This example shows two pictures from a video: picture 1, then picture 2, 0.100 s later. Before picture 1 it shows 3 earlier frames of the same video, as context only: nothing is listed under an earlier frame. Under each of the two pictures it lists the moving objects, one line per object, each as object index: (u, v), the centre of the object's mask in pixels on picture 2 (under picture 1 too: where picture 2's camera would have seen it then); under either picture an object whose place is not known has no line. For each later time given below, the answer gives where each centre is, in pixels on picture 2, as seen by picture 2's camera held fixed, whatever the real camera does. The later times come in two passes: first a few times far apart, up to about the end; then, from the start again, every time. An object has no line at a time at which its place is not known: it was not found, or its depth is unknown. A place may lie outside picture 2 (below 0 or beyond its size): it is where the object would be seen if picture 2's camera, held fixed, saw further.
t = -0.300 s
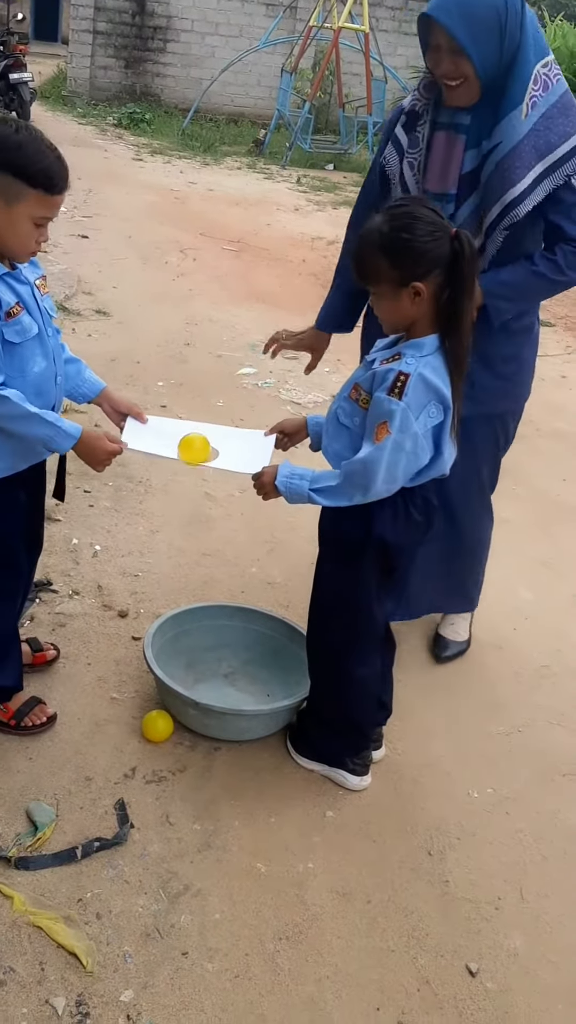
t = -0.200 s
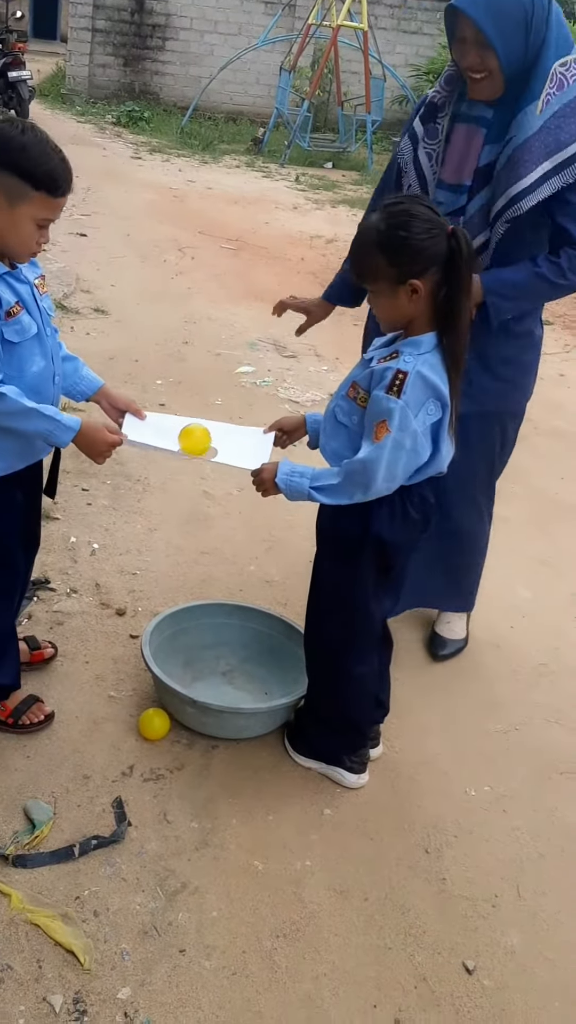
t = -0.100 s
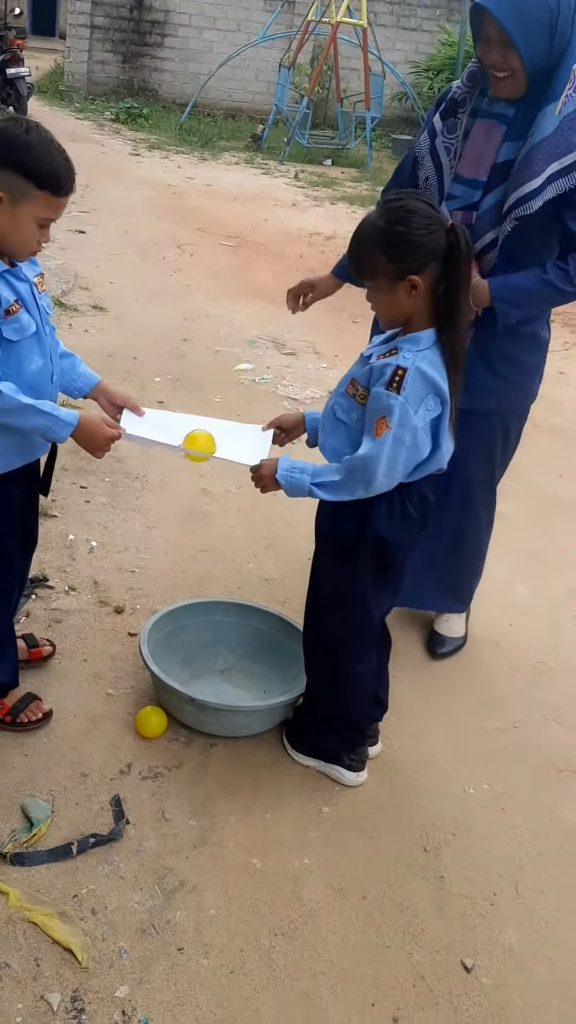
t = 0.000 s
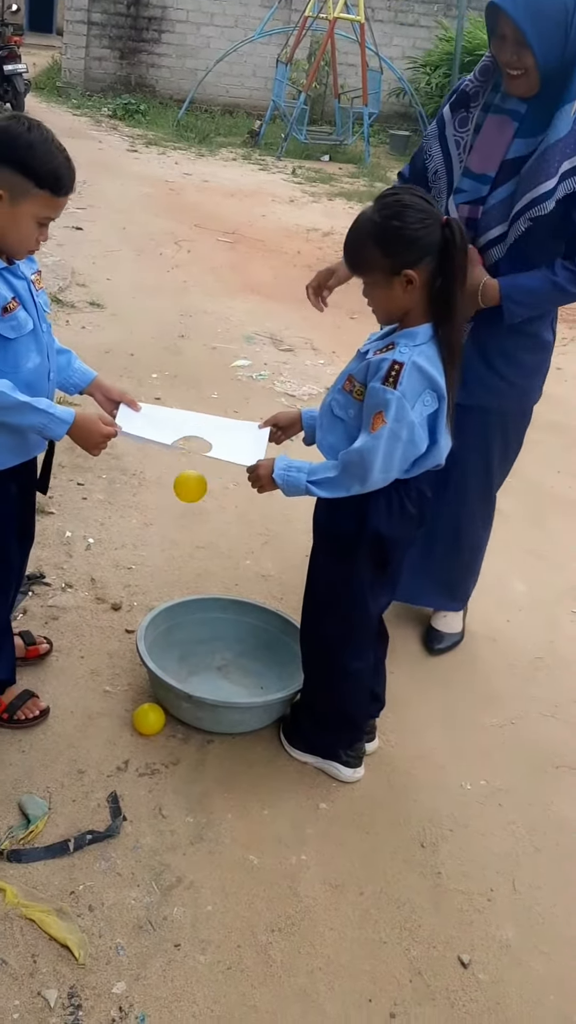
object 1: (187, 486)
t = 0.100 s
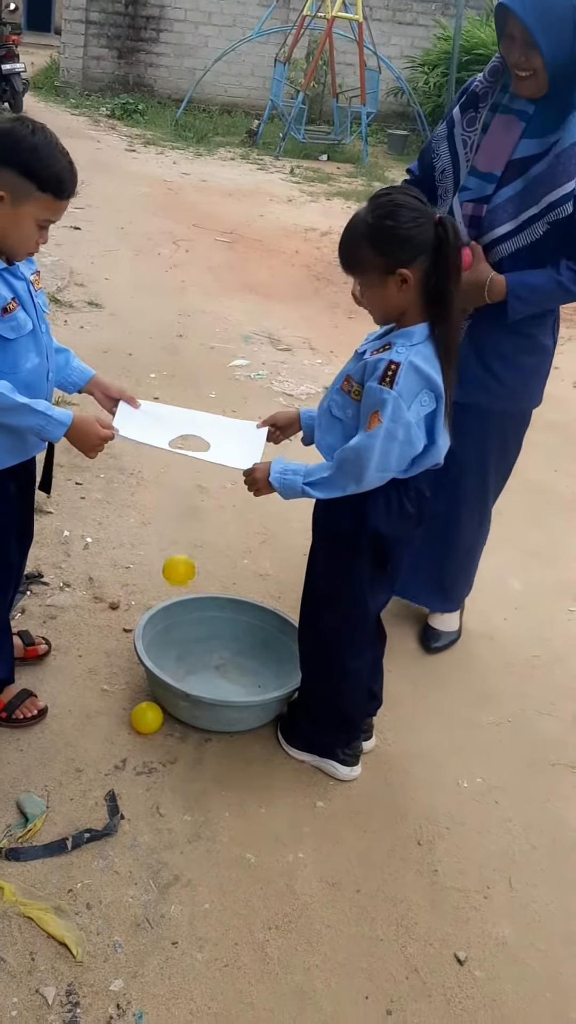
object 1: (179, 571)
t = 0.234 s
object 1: (195, 683)
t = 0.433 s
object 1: (275, 668)
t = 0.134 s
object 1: (175, 606)
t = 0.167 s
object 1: (171, 645)
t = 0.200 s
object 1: (179, 669)
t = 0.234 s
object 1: (195, 683)
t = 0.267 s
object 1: (209, 686)
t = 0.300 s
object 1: (224, 681)
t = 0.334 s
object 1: (239, 676)
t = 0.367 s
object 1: (253, 675)
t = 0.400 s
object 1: (266, 678)
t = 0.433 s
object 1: (275, 668)
